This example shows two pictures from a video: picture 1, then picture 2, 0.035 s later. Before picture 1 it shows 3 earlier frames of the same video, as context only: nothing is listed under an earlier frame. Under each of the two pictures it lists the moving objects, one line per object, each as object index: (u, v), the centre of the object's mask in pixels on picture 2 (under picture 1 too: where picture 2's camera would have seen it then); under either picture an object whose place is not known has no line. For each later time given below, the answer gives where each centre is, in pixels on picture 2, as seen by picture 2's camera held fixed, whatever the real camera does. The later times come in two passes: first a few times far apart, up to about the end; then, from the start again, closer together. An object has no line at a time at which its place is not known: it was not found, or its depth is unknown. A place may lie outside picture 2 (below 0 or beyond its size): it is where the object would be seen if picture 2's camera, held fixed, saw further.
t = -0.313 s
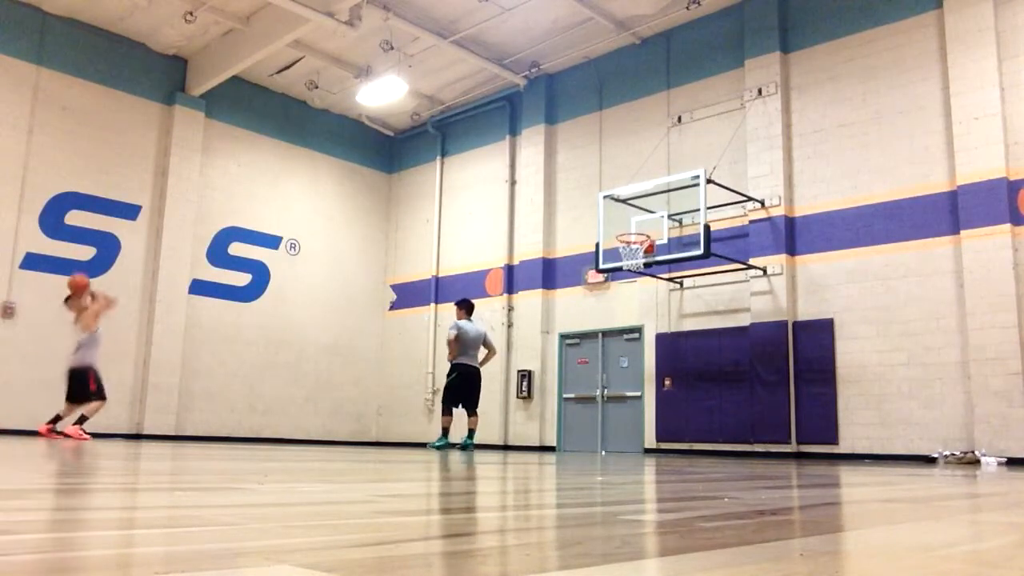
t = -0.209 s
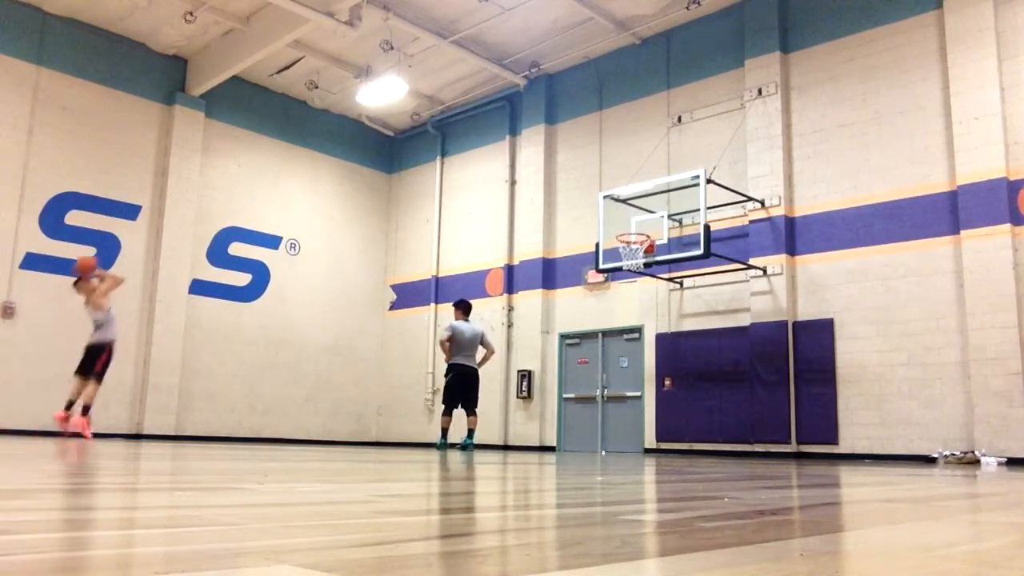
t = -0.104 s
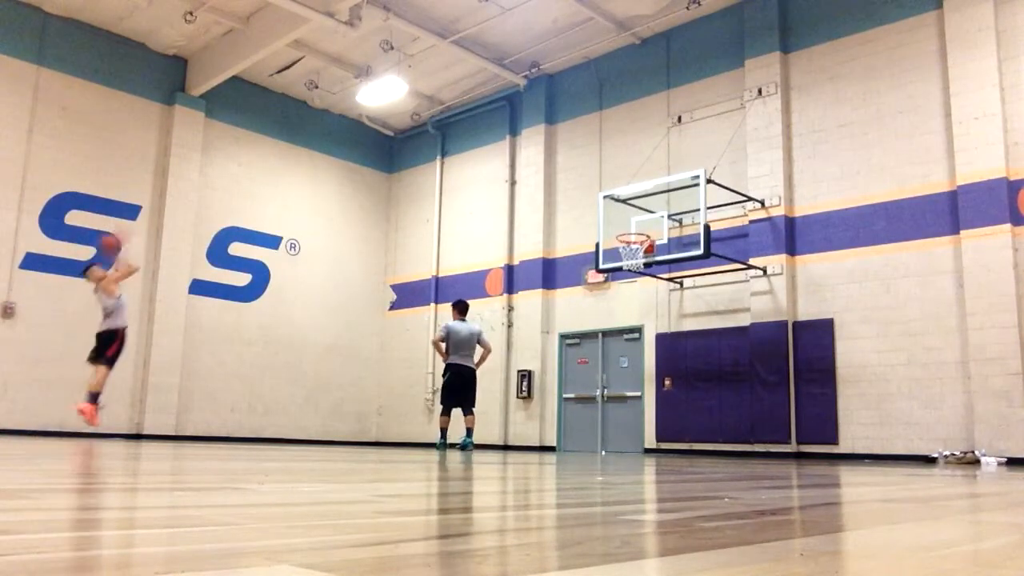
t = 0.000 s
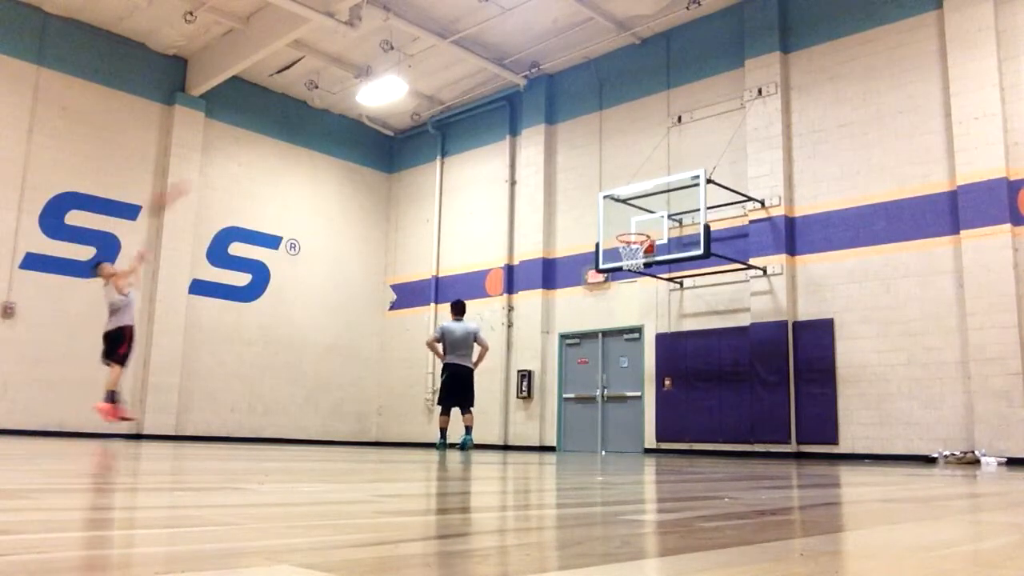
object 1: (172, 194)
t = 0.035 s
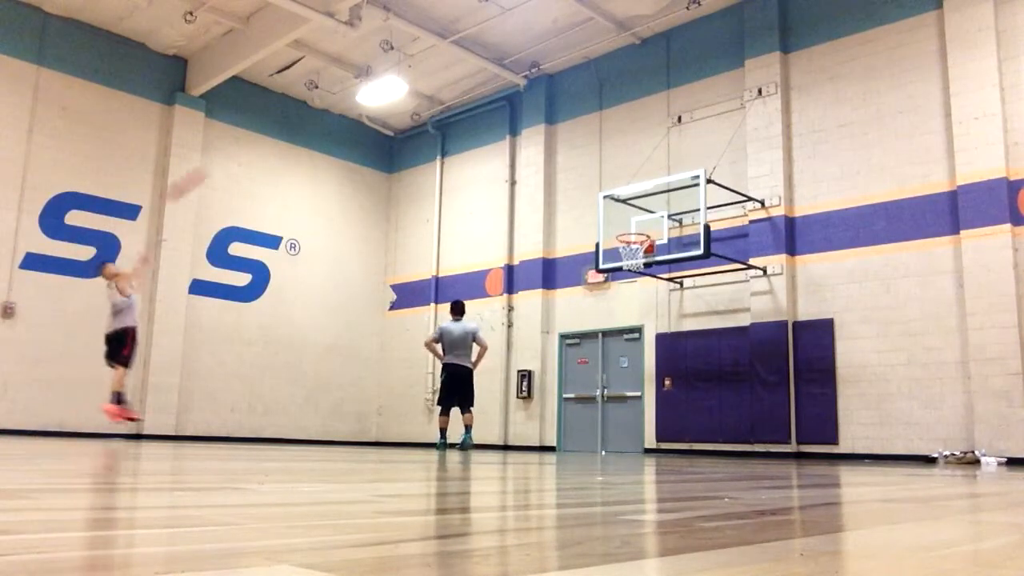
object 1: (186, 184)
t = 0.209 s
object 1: (281, 132)
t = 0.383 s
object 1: (356, 112)
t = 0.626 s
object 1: (458, 115)
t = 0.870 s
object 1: (545, 160)
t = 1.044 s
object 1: (603, 213)
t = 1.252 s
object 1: (654, 227)
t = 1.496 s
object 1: (658, 222)
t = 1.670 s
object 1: (661, 246)
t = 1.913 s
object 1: (671, 321)
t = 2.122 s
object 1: (676, 434)
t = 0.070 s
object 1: (206, 171)
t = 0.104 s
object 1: (222, 160)
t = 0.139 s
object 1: (240, 151)
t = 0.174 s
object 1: (266, 139)
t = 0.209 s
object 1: (281, 132)
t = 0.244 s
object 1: (296, 125)
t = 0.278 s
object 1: (311, 120)
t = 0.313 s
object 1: (329, 116)
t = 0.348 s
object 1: (342, 113)
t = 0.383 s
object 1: (356, 112)
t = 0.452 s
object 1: (389, 107)
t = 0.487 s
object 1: (400, 108)
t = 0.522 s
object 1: (416, 108)
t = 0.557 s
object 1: (429, 110)
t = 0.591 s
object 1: (445, 111)
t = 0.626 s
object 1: (458, 115)
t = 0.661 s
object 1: (473, 118)
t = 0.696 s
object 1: (482, 123)
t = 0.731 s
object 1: (495, 128)
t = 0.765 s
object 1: (507, 135)
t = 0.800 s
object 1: (522, 146)
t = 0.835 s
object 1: (532, 153)
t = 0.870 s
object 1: (545, 160)
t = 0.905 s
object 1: (558, 172)
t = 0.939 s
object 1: (570, 182)
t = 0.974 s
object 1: (581, 192)
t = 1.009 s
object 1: (591, 202)
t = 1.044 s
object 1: (603, 213)
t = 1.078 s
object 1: (614, 225)
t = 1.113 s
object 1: (623, 233)
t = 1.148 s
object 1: (632, 230)
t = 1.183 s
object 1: (641, 229)
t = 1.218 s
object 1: (652, 229)
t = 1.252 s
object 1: (654, 227)
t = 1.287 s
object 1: (655, 224)
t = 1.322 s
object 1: (656, 222)
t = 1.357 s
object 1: (657, 221)
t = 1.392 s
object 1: (657, 221)
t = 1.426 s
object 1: (658, 221)
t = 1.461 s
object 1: (658, 222)
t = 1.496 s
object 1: (658, 222)
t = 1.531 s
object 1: (659, 225)
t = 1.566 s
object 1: (660, 229)
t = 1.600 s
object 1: (662, 235)
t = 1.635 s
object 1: (662, 240)
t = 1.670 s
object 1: (661, 246)
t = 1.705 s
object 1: (663, 252)
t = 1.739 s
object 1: (664, 255)
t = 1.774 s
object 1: (666, 271)
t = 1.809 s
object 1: (669, 285)
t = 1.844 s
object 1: (670, 296)
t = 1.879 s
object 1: (670, 308)
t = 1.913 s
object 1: (671, 321)
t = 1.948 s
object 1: (672, 341)
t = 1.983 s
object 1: (673, 356)
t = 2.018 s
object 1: (674, 373)
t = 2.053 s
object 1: (674, 394)
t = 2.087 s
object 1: (676, 414)
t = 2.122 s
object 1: (676, 434)
